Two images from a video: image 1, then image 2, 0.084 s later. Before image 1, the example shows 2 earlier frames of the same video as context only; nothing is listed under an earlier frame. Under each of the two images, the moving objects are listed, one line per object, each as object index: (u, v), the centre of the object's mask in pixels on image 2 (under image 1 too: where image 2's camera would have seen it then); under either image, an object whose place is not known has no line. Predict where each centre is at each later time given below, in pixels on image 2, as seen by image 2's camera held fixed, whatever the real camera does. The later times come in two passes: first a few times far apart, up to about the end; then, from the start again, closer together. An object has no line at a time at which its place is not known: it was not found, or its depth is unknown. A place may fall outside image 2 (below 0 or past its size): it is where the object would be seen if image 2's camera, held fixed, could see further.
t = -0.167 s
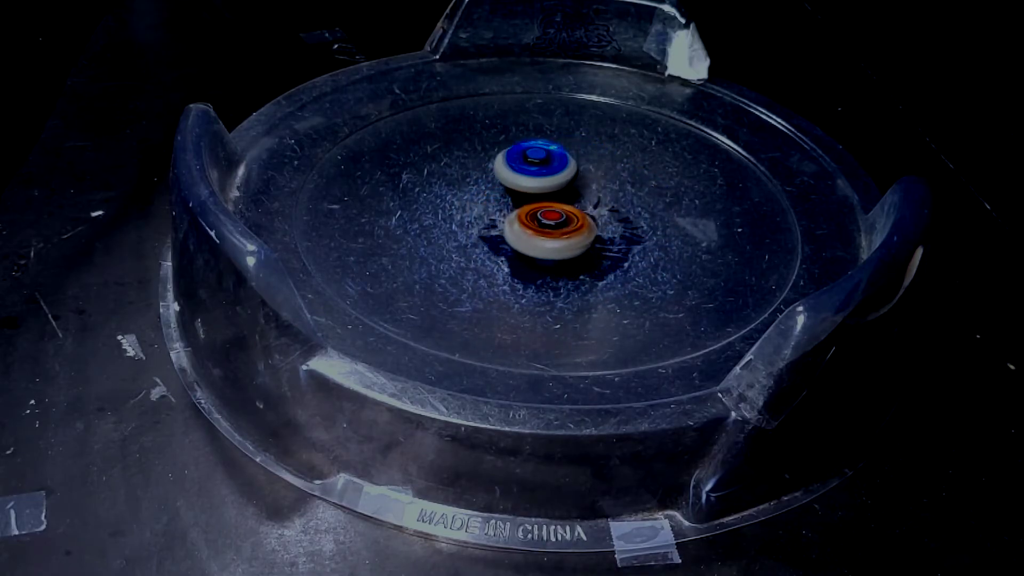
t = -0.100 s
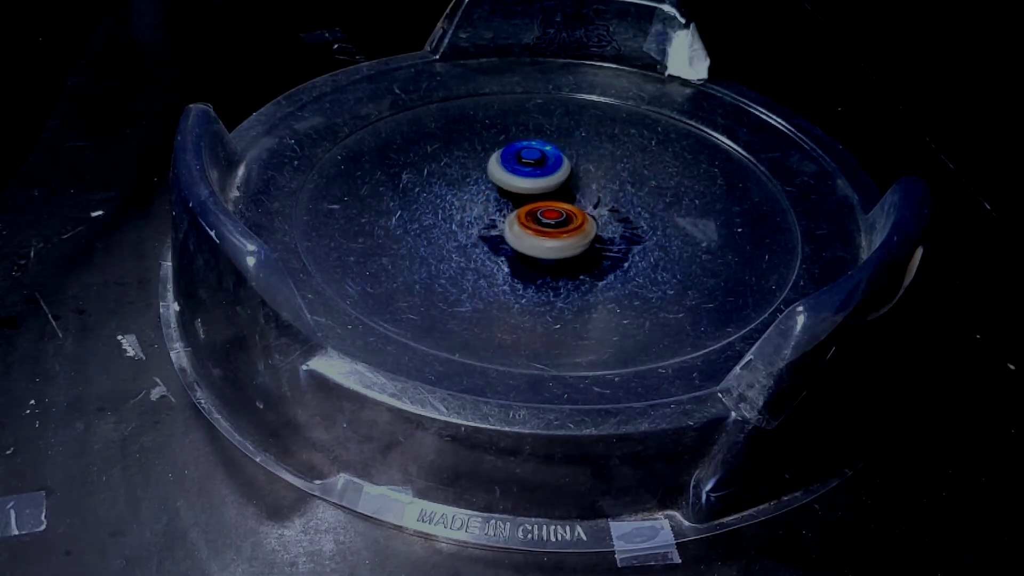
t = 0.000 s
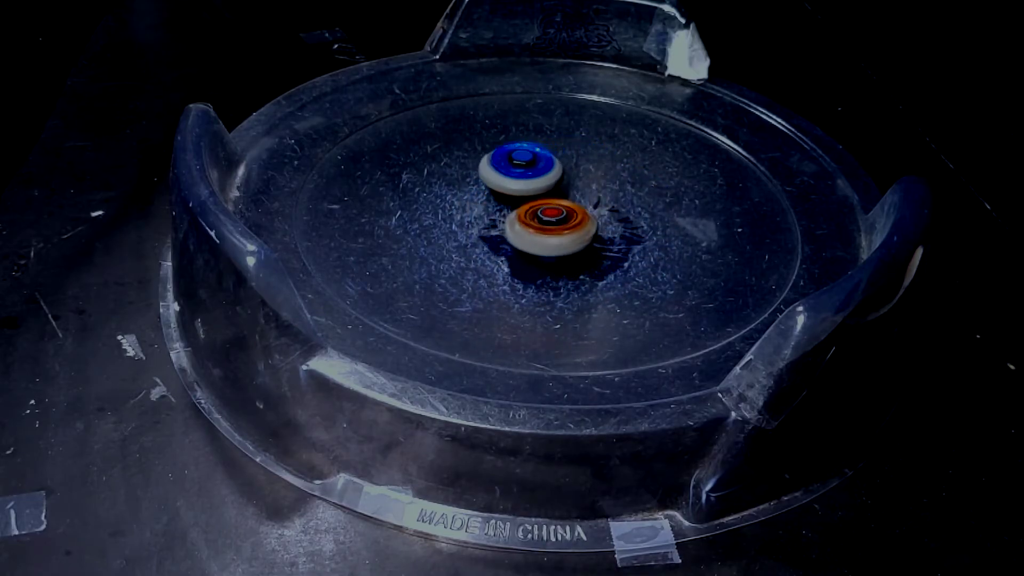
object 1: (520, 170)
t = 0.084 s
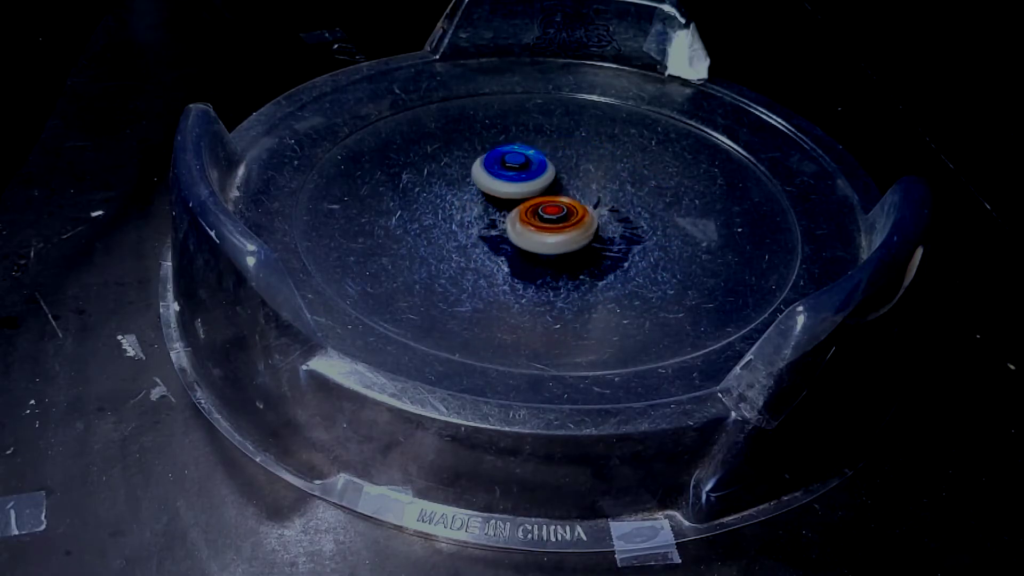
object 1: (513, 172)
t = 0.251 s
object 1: (488, 165)
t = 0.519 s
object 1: (468, 171)
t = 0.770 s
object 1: (465, 180)
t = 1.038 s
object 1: (458, 192)
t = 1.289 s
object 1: (458, 206)
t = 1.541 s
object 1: (462, 221)
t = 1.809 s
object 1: (455, 233)
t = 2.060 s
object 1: (464, 238)
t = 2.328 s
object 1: (486, 246)
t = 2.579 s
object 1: (505, 254)
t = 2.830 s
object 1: (526, 258)
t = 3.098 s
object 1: (541, 262)
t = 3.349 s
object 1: (553, 261)
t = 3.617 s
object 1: (564, 257)
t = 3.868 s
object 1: (580, 253)
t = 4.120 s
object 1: (597, 248)
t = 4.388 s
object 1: (604, 242)
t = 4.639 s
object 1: (606, 238)
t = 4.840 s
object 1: (613, 237)
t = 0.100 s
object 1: (511, 173)
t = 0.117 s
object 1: (510, 173)
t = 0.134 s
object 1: (508, 174)
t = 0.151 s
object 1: (507, 175)
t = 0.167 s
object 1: (505, 176)
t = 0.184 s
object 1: (502, 174)
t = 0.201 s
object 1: (496, 170)
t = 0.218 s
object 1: (493, 167)
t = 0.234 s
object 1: (490, 165)
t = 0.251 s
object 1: (488, 165)
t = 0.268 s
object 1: (487, 165)
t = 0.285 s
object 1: (485, 166)
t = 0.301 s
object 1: (483, 166)
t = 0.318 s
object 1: (482, 166)
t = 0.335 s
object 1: (480, 167)
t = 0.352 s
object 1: (478, 167)
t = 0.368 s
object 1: (476, 168)
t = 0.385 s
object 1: (475, 168)
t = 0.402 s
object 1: (473, 168)
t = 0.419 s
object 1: (473, 169)
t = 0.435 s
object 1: (472, 169)
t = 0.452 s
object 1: (471, 169)
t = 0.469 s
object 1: (470, 170)
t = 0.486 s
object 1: (469, 170)
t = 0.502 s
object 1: (469, 170)
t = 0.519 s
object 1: (468, 171)
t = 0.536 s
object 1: (468, 171)
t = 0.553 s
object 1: (467, 172)
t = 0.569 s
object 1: (467, 172)
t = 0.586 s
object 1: (467, 173)
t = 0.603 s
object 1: (466, 173)
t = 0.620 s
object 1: (466, 174)
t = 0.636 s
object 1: (465, 174)
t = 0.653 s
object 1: (465, 175)
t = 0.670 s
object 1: (465, 175)
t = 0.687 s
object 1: (465, 176)
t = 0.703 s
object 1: (465, 177)
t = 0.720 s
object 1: (465, 178)
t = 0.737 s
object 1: (465, 179)
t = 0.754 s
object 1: (465, 179)
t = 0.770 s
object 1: (465, 180)
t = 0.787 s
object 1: (465, 181)
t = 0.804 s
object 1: (465, 182)
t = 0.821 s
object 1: (465, 183)
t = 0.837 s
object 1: (465, 184)
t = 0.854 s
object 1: (465, 185)
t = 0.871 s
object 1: (465, 186)
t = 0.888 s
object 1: (466, 187)
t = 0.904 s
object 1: (462, 187)
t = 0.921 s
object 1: (459, 186)
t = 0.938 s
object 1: (457, 186)
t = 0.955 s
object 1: (457, 187)
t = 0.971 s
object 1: (458, 188)
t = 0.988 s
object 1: (458, 189)
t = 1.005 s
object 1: (458, 190)
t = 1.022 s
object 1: (458, 191)
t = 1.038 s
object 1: (458, 192)
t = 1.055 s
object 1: (458, 193)
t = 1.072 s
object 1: (458, 194)
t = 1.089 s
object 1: (459, 195)
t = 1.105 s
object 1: (459, 196)
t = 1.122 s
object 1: (459, 197)
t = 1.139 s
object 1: (459, 198)
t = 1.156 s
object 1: (459, 199)
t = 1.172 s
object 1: (460, 200)
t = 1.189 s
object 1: (460, 201)
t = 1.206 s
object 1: (459, 202)
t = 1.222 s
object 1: (457, 202)
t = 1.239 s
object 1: (457, 203)
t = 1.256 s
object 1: (457, 204)
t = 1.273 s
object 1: (457, 205)
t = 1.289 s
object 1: (458, 206)
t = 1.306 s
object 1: (458, 208)
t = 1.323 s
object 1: (458, 209)
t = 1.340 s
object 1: (458, 210)
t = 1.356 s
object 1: (458, 211)
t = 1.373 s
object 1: (459, 212)
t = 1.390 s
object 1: (459, 213)
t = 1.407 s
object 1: (460, 214)
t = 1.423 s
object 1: (460, 215)
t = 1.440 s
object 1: (461, 216)
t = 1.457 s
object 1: (461, 217)
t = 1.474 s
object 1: (462, 218)
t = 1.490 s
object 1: (463, 219)
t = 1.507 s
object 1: (463, 219)
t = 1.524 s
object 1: (464, 220)
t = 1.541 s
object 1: (462, 221)
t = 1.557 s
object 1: (456, 222)
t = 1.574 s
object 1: (453, 223)
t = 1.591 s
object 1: (452, 223)
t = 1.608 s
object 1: (453, 224)
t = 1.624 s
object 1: (452, 226)
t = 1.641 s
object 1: (452, 227)
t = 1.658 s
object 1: (453, 228)
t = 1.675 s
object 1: (453, 229)
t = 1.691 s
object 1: (453, 229)
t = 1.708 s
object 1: (453, 230)
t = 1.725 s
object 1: (453, 230)
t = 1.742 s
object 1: (454, 231)
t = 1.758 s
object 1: (454, 231)
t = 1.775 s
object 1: (455, 232)
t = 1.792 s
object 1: (455, 232)
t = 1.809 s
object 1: (455, 233)
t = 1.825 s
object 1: (456, 233)
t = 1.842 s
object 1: (456, 234)
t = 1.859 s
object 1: (456, 234)
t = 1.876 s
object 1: (457, 235)
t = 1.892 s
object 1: (457, 235)
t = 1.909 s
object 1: (458, 235)
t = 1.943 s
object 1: (458, 236)
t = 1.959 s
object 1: (459, 236)
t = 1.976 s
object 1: (460, 236)
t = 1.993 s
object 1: (460, 237)
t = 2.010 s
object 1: (461, 237)
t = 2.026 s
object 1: (462, 238)
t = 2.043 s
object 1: (463, 238)
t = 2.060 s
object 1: (464, 238)
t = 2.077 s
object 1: (465, 239)
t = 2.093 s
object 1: (466, 239)
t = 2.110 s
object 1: (467, 240)
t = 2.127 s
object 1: (468, 240)
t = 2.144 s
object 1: (470, 241)
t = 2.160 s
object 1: (471, 241)
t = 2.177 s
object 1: (472, 241)
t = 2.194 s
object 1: (474, 242)
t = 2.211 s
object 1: (476, 242)
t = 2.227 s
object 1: (477, 242)
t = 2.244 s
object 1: (479, 243)
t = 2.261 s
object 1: (480, 243)
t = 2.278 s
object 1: (483, 244)
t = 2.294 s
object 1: (484, 244)
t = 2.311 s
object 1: (486, 245)
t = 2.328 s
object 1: (486, 246)
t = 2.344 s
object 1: (486, 247)
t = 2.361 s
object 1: (486, 247)
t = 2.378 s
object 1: (487, 248)
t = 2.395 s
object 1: (489, 247)
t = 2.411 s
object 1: (491, 248)
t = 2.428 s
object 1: (492, 249)
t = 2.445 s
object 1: (494, 249)
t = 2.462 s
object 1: (496, 249)
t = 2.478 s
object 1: (498, 250)
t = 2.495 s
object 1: (499, 251)
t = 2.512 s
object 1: (501, 251)
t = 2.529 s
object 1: (503, 252)
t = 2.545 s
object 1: (503, 253)
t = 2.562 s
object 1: (504, 253)
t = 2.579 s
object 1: (505, 254)
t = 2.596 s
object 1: (507, 254)
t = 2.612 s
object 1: (509, 254)
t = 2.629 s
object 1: (510, 255)
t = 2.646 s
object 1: (511, 255)
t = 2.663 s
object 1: (512, 255)
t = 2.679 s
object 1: (514, 256)
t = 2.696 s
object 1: (516, 257)
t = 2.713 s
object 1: (517, 257)
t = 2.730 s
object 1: (519, 257)
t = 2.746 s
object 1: (520, 258)
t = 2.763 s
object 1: (521, 258)
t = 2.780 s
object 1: (522, 258)
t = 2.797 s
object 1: (524, 258)
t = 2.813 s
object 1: (525, 258)
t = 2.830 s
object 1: (526, 258)
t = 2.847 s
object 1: (527, 259)
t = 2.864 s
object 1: (528, 259)
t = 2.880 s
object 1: (530, 259)
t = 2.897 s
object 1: (531, 259)
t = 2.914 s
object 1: (532, 259)
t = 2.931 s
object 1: (532, 260)
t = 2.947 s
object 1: (533, 262)
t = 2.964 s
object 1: (534, 262)
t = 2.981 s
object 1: (535, 262)
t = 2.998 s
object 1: (536, 262)
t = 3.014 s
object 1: (537, 262)
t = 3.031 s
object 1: (538, 262)
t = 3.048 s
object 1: (539, 262)
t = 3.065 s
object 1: (540, 262)
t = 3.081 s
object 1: (541, 262)
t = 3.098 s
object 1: (541, 262)
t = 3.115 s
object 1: (542, 262)
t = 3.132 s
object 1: (543, 262)
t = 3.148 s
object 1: (544, 262)
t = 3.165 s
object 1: (545, 262)
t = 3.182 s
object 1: (545, 262)
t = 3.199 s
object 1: (546, 262)
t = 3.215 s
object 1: (547, 262)
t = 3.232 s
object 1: (547, 262)
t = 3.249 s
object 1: (548, 261)
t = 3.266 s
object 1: (549, 261)
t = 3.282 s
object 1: (550, 261)
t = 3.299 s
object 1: (550, 261)
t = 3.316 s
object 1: (551, 261)
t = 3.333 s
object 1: (552, 261)
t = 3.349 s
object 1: (553, 261)
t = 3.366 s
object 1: (554, 260)
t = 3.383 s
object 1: (554, 260)
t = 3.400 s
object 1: (555, 260)
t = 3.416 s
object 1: (556, 260)
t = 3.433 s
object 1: (556, 260)
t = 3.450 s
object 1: (557, 259)
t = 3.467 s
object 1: (558, 259)
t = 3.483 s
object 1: (558, 259)
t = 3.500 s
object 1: (560, 258)
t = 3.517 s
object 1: (561, 258)
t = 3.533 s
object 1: (561, 259)
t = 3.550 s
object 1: (561, 259)
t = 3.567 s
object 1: (561, 258)
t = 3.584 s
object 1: (563, 257)
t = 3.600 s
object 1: (563, 257)
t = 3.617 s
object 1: (564, 257)
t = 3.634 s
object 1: (565, 257)
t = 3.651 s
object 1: (566, 256)
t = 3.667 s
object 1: (568, 256)
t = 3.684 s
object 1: (568, 255)
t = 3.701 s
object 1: (569, 255)
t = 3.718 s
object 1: (571, 256)
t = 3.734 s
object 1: (572, 256)
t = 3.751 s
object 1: (573, 255)
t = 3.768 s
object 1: (574, 255)
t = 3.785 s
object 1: (575, 254)
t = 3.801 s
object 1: (576, 254)
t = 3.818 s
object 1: (577, 254)
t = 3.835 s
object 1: (578, 254)
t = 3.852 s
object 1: (579, 253)
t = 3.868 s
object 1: (580, 253)
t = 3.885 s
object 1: (581, 252)
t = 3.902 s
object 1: (582, 252)
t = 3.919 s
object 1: (583, 252)
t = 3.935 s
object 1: (584, 251)
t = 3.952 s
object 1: (585, 251)
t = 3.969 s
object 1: (586, 250)
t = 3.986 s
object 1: (587, 250)
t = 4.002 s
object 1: (587, 249)
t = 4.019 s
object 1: (588, 249)
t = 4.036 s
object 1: (589, 248)
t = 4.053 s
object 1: (590, 248)
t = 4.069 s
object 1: (594, 249)
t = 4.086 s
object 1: (596, 249)
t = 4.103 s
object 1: (596, 249)
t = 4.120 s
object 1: (597, 248)
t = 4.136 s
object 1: (597, 248)
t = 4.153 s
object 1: (598, 247)
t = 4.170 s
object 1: (599, 247)
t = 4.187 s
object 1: (600, 247)
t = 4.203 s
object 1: (600, 246)
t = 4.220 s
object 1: (601, 246)
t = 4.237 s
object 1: (601, 246)
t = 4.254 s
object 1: (602, 245)
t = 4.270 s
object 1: (602, 245)
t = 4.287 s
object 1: (603, 245)
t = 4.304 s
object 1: (603, 244)
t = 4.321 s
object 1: (603, 244)
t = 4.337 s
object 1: (604, 244)
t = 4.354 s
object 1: (604, 243)
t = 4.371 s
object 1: (604, 243)
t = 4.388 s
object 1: (604, 242)
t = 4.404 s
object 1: (605, 242)
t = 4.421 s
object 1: (605, 242)
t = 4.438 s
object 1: (605, 241)
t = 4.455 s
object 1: (605, 241)
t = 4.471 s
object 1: (606, 241)
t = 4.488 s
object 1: (606, 240)
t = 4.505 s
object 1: (606, 240)
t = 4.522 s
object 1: (606, 240)
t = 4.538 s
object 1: (606, 239)
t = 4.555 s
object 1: (606, 239)
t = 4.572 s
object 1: (607, 239)
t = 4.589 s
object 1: (607, 238)
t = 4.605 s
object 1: (608, 239)
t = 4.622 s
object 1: (607, 239)
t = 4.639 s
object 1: (606, 238)
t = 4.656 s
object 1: (606, 238)
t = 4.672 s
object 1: (606, 237)
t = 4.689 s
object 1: (608, 238)
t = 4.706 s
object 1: (611, 239)
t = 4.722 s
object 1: (612, 239)
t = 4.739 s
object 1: (612, 239)
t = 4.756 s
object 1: (612, 238)
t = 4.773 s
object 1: (612, 238)
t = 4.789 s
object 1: (613, 238)
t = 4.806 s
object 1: (613, 237)
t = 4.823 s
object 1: (613, 237)
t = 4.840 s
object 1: (613, 237)
